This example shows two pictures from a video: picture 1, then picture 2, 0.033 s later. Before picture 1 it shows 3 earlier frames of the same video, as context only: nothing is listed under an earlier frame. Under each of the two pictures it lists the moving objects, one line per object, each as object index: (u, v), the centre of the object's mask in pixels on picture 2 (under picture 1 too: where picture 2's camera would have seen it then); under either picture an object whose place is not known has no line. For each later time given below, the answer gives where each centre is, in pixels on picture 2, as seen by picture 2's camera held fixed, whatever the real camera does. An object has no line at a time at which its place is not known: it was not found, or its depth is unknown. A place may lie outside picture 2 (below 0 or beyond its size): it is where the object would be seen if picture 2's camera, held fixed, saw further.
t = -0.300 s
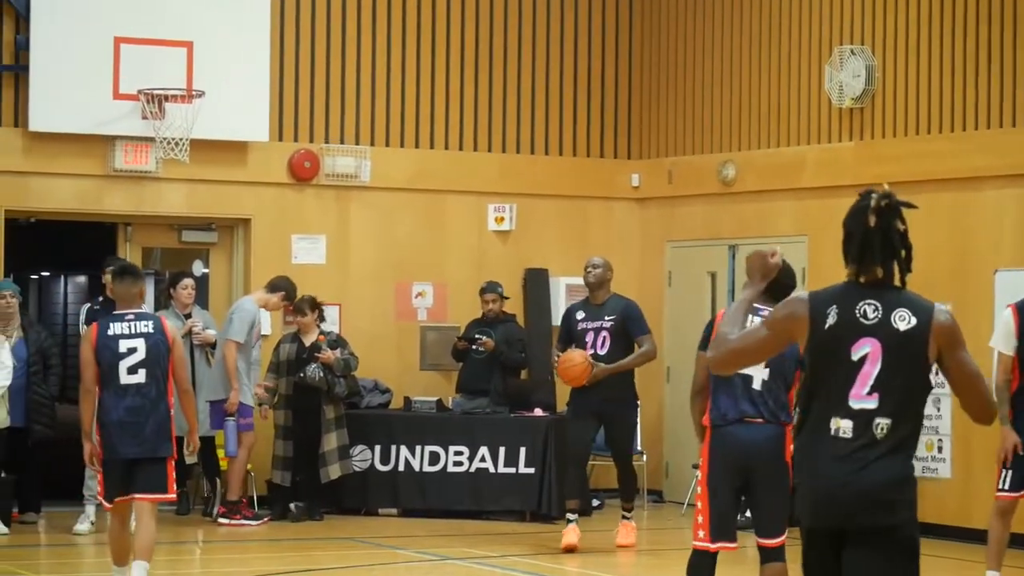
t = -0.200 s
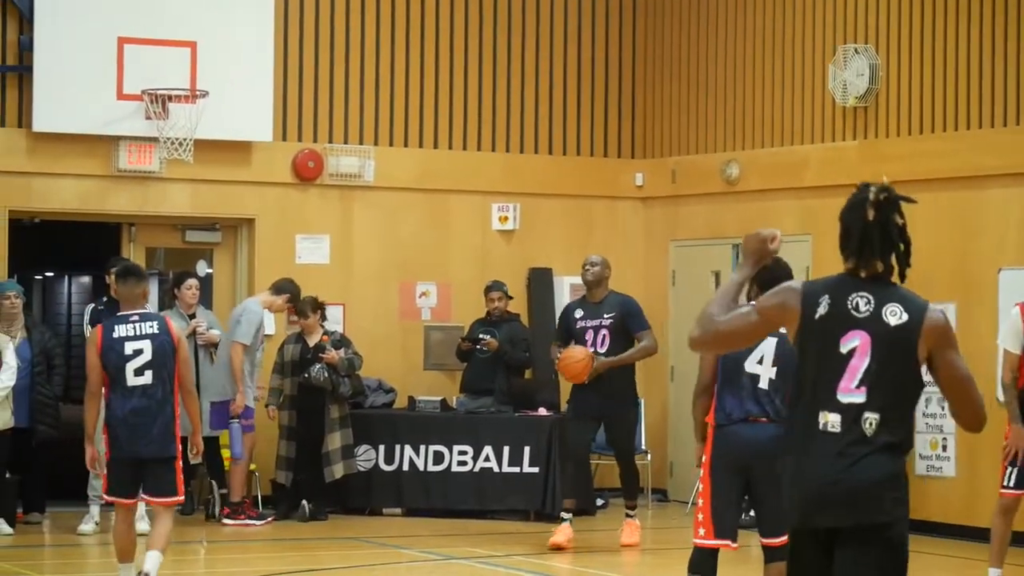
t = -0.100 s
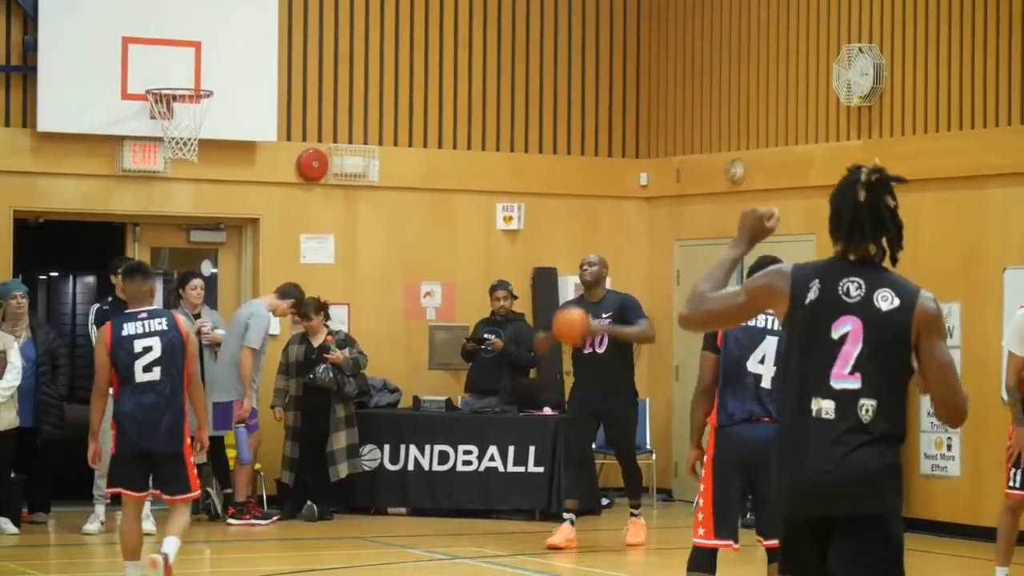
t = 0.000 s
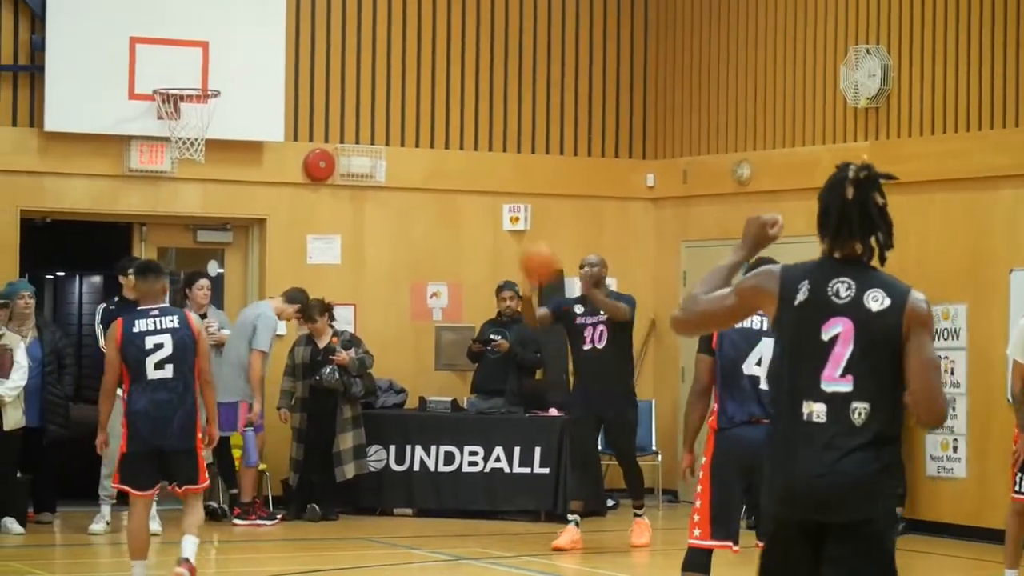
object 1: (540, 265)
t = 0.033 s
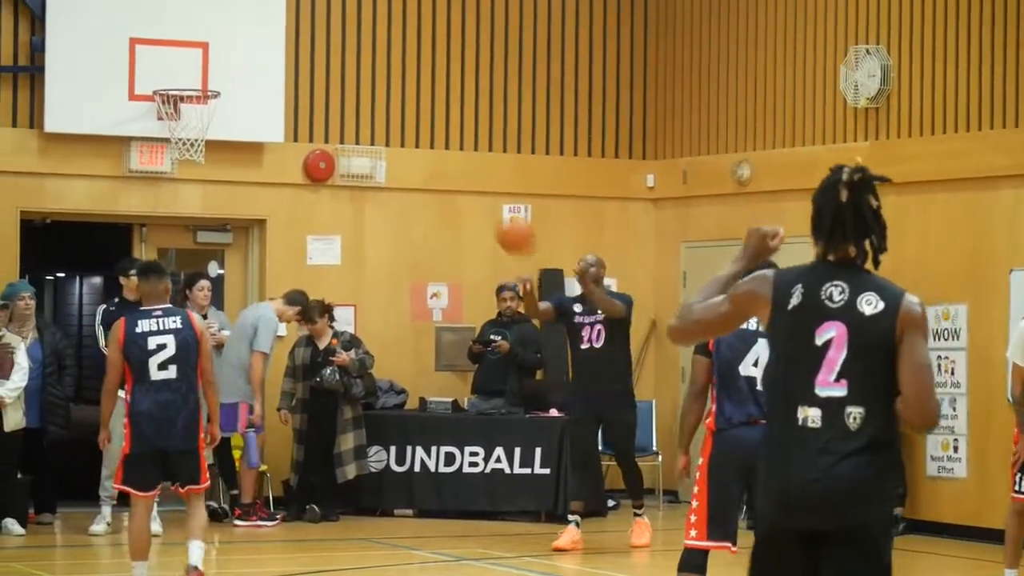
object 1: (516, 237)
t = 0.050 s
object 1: (502, 221)
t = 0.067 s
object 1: (490, 206)
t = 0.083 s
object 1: (478, 193)
